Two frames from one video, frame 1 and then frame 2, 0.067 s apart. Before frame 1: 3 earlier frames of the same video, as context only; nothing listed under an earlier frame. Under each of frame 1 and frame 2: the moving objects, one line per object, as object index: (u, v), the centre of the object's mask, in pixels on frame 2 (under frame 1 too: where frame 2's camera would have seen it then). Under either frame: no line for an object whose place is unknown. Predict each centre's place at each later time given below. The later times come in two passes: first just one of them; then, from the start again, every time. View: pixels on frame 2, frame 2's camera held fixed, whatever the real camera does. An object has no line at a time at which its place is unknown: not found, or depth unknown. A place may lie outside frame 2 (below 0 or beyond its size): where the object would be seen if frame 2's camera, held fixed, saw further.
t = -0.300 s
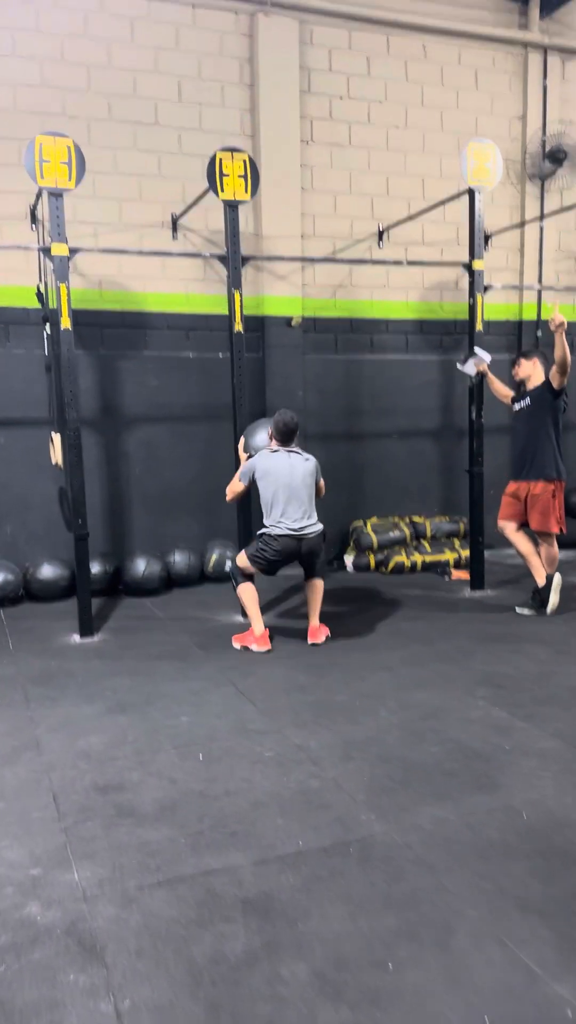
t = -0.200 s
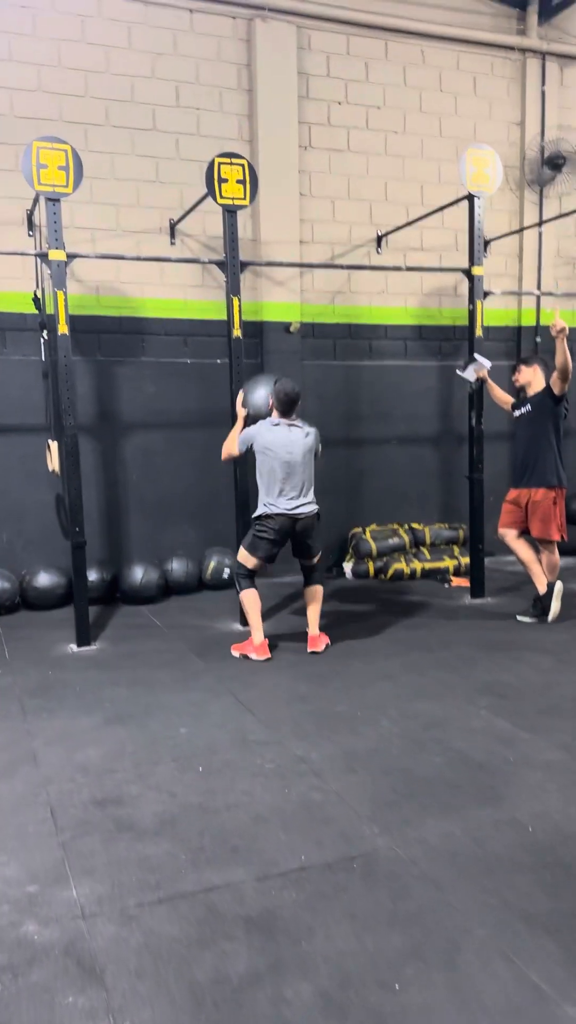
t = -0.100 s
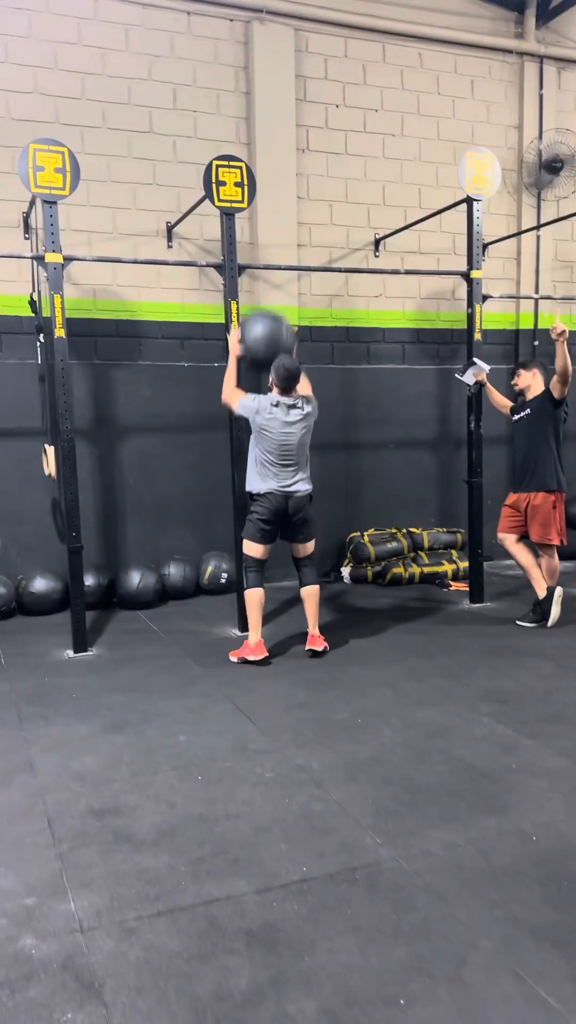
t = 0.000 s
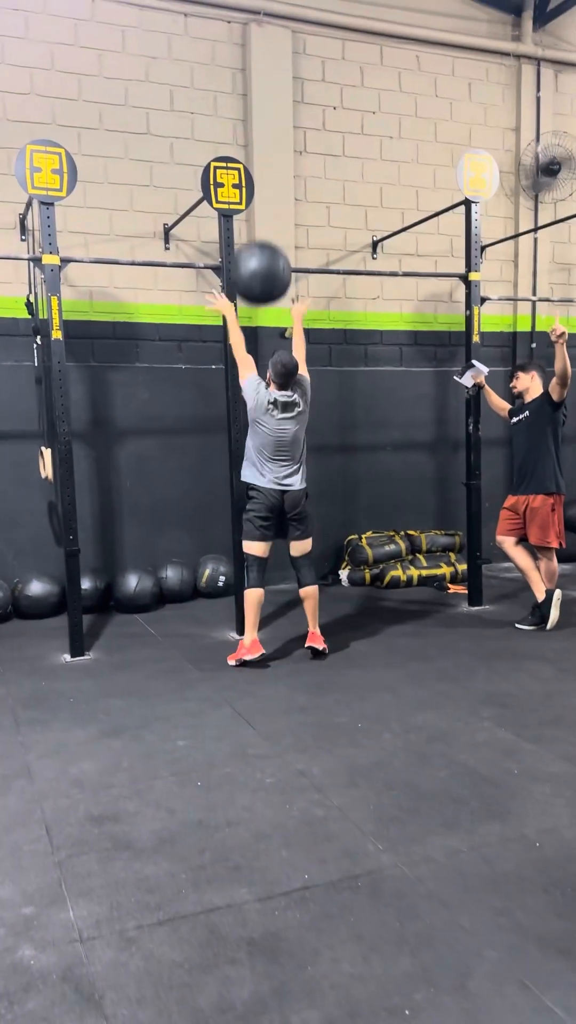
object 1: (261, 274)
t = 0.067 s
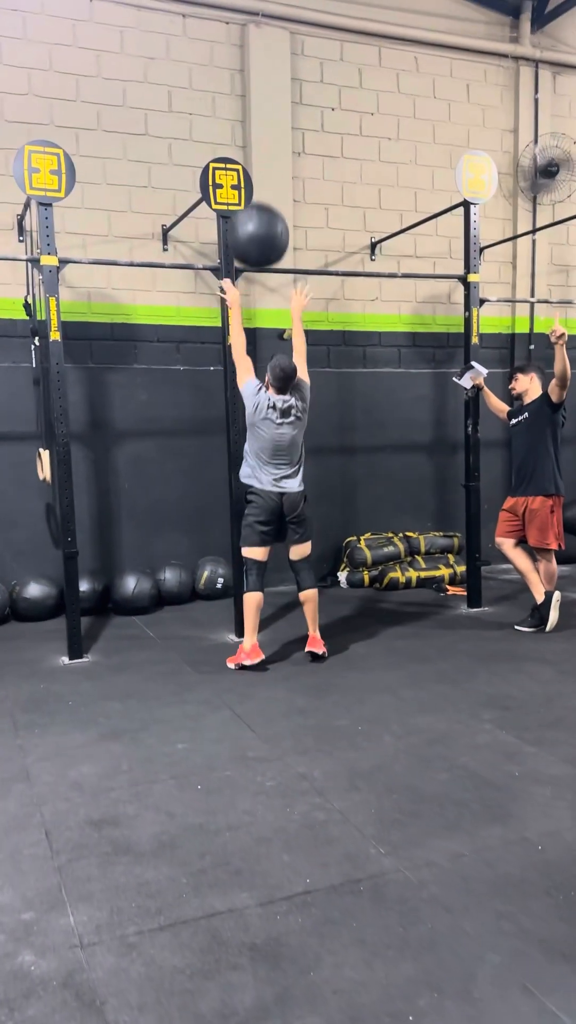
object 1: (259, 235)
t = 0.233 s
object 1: (254, 171)
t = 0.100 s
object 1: (257, 219)
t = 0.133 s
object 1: (257, 204)
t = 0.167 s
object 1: (256, 191)
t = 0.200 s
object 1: (255, 181)
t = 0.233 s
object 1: (254, 171)
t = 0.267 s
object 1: (253, 164)
